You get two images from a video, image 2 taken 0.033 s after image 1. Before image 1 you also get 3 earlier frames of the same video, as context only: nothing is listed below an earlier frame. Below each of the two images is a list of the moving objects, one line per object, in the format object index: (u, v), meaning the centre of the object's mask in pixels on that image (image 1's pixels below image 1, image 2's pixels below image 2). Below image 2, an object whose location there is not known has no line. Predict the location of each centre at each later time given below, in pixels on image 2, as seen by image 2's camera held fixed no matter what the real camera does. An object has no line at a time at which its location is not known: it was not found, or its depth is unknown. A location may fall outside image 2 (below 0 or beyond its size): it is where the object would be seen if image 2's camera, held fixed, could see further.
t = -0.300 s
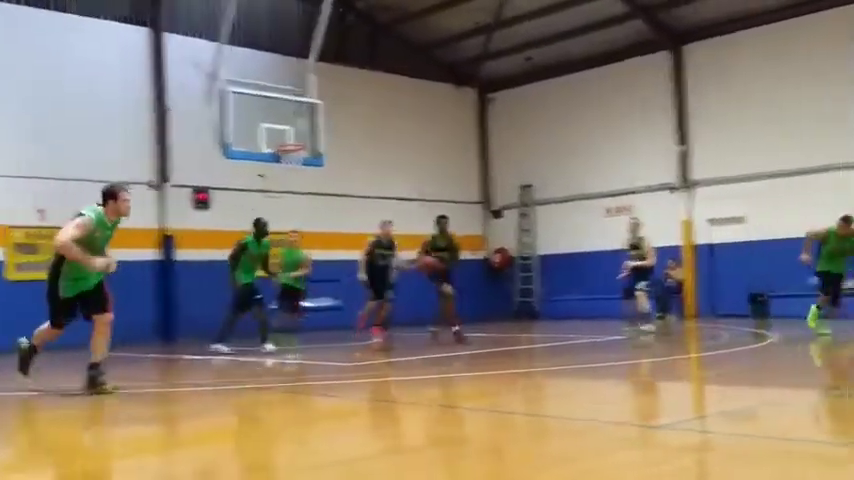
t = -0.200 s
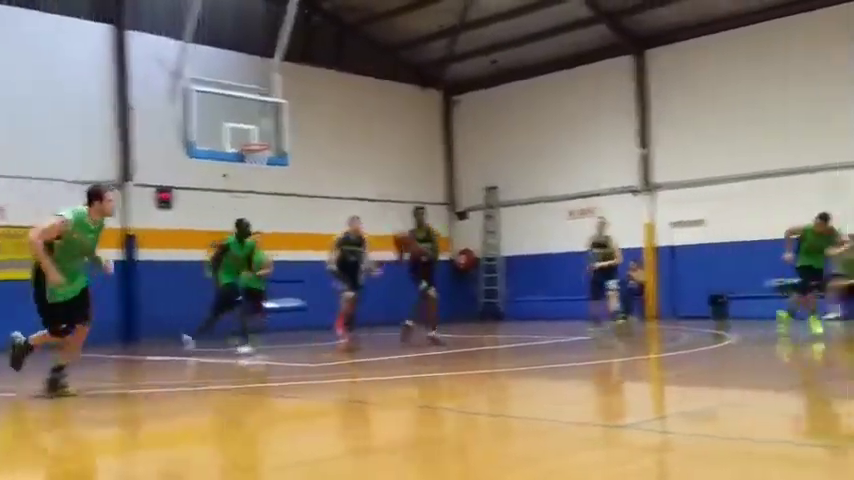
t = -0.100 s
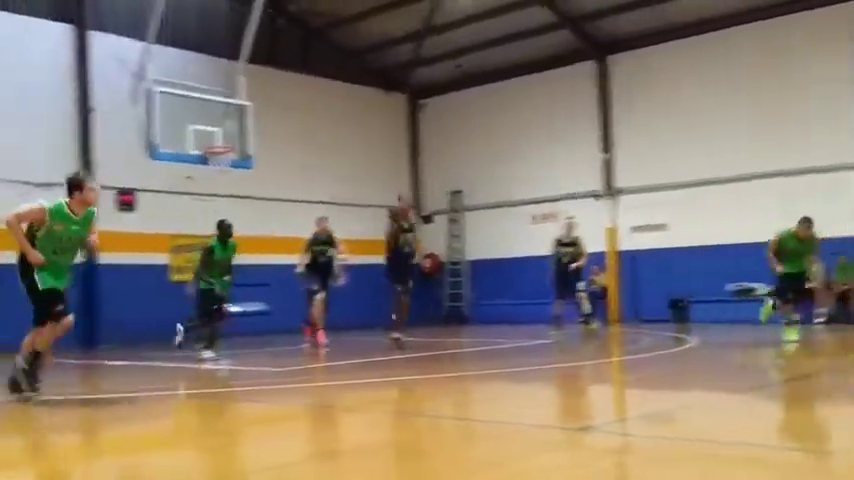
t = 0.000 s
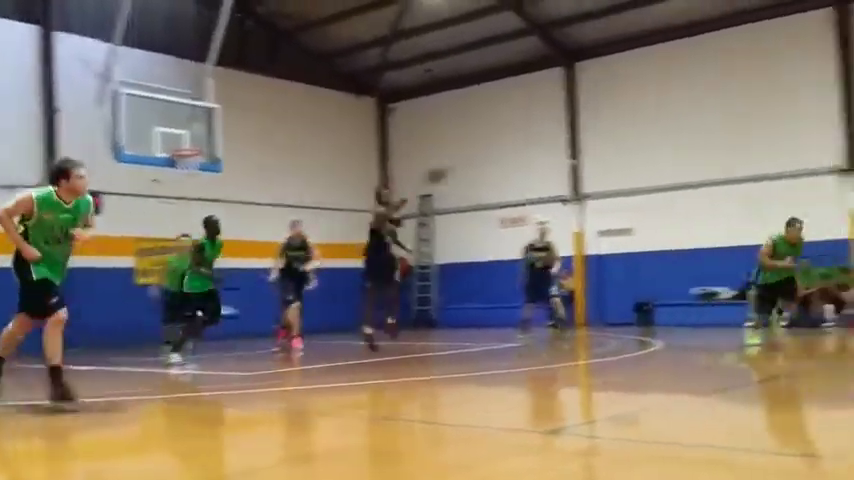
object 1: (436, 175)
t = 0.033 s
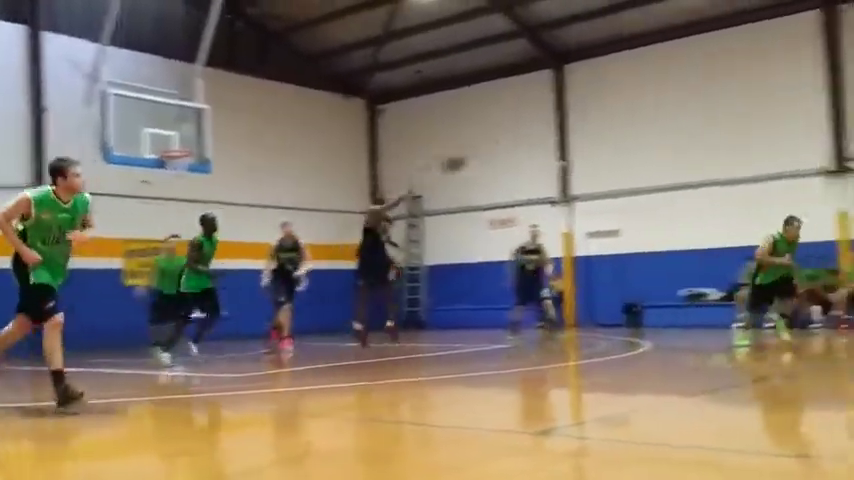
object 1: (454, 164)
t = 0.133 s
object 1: (548, 124)
